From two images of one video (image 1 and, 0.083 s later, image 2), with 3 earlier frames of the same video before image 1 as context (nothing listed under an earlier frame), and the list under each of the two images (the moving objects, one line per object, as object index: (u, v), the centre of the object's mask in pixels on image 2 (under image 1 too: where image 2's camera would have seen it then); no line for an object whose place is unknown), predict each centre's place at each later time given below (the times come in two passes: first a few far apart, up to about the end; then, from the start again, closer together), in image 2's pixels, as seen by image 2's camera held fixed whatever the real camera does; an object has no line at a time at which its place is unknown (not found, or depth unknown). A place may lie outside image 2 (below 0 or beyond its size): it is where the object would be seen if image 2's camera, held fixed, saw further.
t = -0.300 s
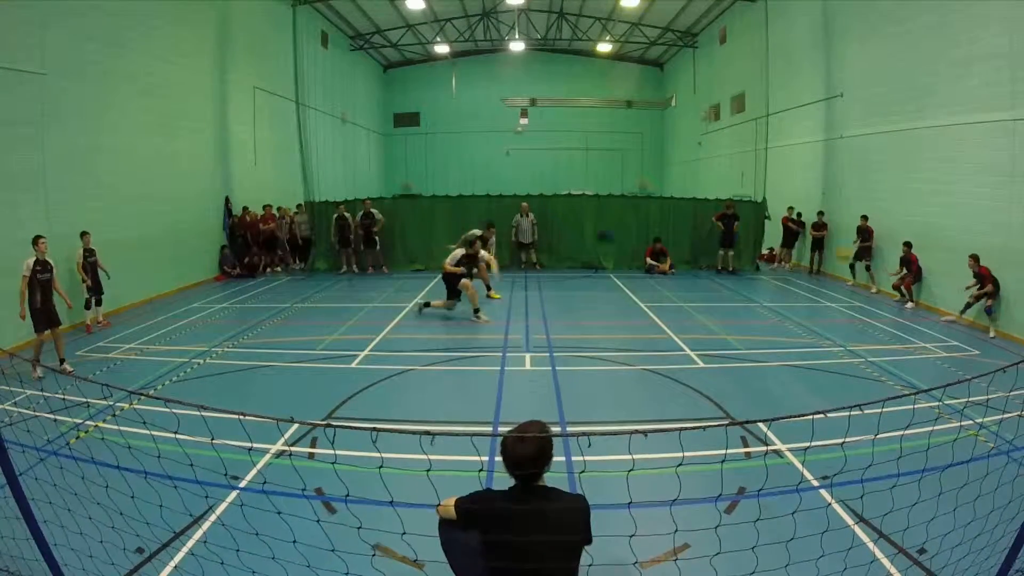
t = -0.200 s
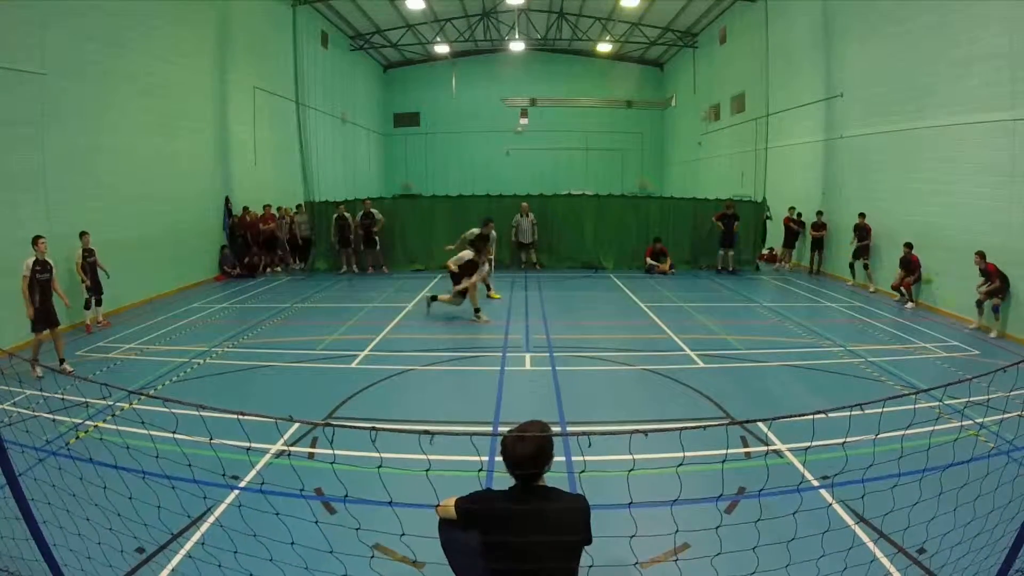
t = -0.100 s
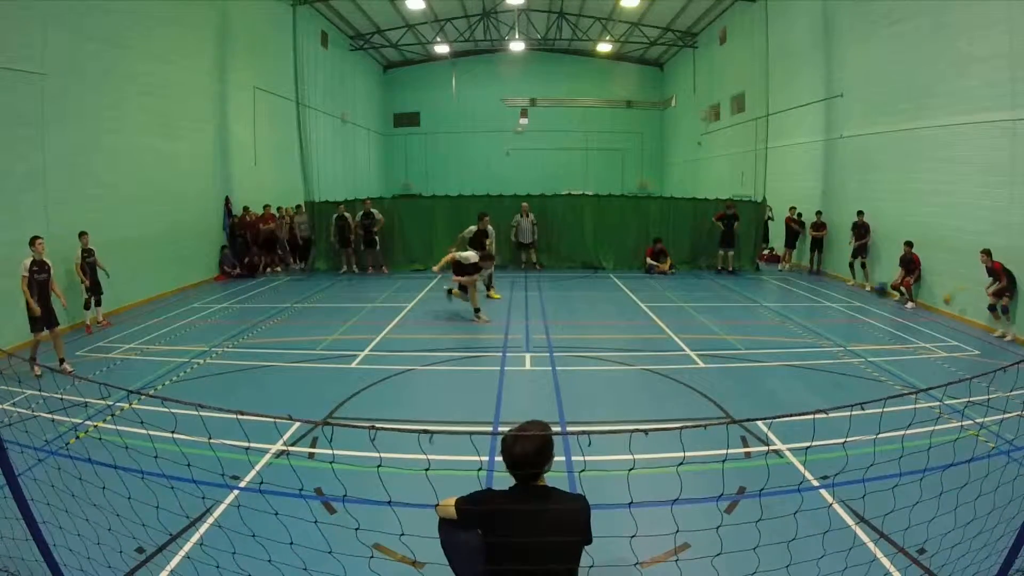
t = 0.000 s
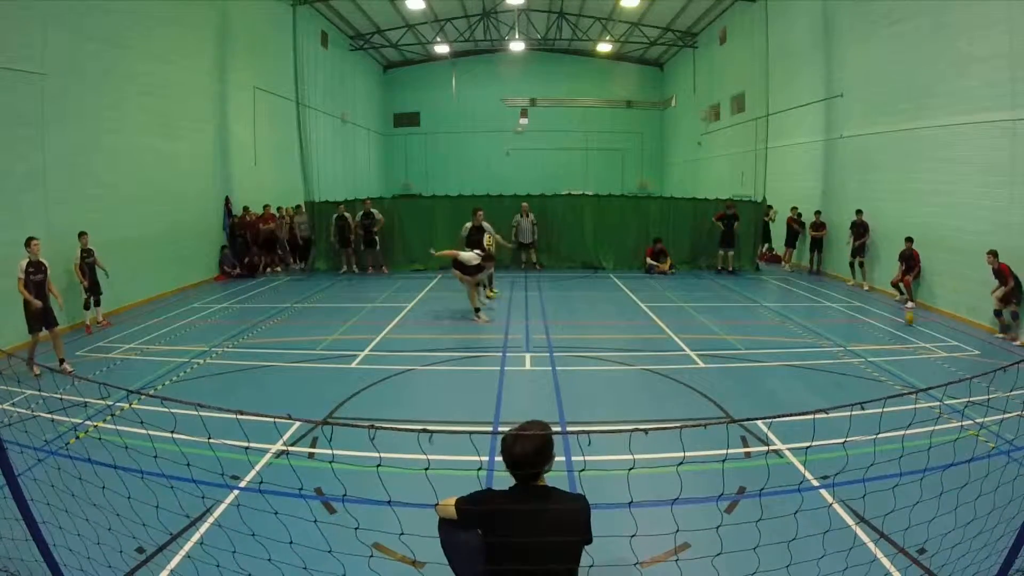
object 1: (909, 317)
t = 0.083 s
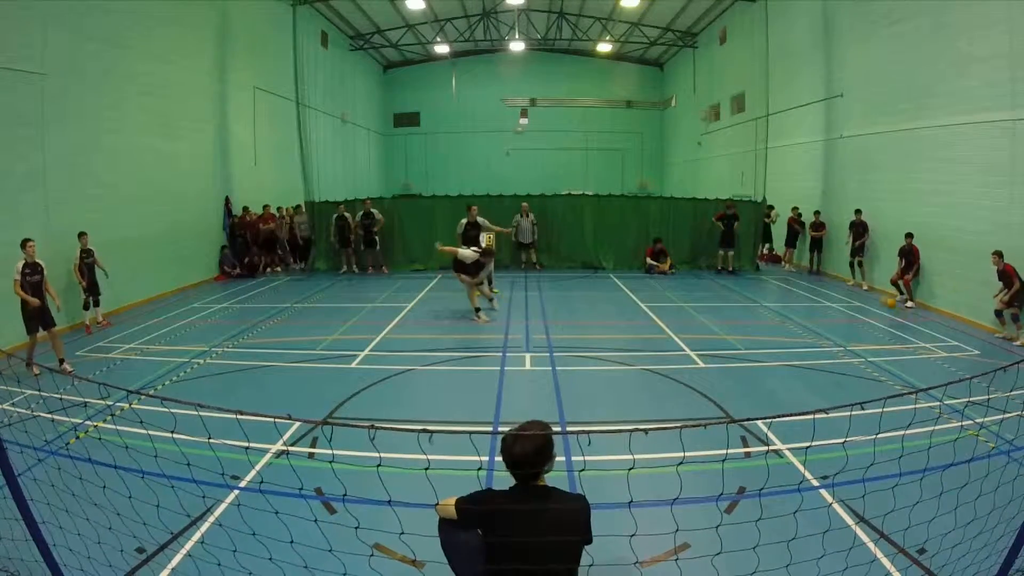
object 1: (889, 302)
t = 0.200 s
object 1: (858, 289)
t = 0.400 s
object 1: (788, 288)
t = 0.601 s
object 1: (702, 321)
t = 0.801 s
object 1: (615, 323)
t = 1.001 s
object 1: (522, 309)
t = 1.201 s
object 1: (428, 332)
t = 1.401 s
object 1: (340, 352)
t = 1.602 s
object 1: (253, 340)
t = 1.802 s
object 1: (180, 364)
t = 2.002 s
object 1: (117, 358)
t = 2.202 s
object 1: (66, 366)
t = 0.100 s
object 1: (885, 301)
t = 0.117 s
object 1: (881, 299)
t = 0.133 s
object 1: (876, 296)
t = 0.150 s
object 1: (872, 295)
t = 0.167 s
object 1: (866, 292)
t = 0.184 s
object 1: (862, 291)
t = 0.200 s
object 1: (858, 289)
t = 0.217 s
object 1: (850, 286)
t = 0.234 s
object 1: (846, 286)
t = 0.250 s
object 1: (842, 285)
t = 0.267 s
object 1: (835, 285)
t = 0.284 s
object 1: (830, 284)
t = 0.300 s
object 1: (824, 285)
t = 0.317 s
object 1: (818, 284)
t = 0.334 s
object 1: (812, 284)
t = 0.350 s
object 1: (807, 285)
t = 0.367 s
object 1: (800, 285)
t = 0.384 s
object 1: (794, 287)
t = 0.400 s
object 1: (788, 288)
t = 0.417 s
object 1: (780, 289)
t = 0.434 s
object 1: (774, 290)
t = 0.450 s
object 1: (767, 292)
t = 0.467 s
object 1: (760, 294)
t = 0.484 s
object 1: (753, 298)
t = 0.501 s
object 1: (747, 299)
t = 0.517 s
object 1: (740, 301)
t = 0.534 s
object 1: (732, 304)
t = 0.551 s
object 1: (725, 308)
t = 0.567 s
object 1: (717, 312)
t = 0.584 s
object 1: (710, 316)
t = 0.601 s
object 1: (702, 321)
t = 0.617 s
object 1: (694, 324)
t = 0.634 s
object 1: (686, 329)
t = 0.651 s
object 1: (678, 334)
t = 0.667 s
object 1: (671, 339)
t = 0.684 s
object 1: (663, 344)
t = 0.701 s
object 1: (656, 343)
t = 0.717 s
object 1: (651, 338)
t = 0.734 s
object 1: (644, 334)
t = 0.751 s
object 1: (635, 331)
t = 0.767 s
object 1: (629, 328)
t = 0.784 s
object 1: (622, 325)
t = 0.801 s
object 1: (615, 323)
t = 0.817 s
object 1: (607, 321)
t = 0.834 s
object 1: (601, 318)
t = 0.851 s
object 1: (593, 316)
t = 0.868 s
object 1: (586, 314)
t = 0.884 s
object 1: (577, 313)
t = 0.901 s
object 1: (571, 312)
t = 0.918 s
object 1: (563, 310)
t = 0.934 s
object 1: (556, 309)
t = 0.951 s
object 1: (547, 309)
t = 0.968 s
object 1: (539, 309)
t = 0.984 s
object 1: (530, 308)
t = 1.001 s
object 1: (522, 309)
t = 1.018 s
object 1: (516, 309)
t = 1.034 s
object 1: (509, 310)
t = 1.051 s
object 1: (500, 311)
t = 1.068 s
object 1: (492, 312)
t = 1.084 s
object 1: (484, 314)
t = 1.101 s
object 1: (476, 316)
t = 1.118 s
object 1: (469, 319)
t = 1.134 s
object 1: (461, 320)
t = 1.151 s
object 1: (452, 322)
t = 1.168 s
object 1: (445, 325)
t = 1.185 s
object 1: (436, 328)
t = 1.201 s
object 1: (428, 332)
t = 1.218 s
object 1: (421, 335)
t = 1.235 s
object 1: (417, 339)
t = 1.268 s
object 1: (400, 346)
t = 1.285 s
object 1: (392, 351)
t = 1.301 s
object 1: (384, 356)
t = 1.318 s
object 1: (378, 364)
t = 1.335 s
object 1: (371, 366)
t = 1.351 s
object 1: (363, 363)
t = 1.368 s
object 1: (355, 358)
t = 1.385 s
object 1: (348, 354)
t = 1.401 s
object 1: (340, 352)
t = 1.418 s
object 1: (332, 350)
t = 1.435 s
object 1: (324, 349)
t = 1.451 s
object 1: (316, 347)
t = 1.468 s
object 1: (309, 347)
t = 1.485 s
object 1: (301, 344)
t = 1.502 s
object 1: (294, 342)
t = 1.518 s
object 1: (286, 341)
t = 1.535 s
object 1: (279, 341)
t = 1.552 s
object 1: (272, 341)
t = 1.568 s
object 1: (266, 341)
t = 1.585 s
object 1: (259, 341)
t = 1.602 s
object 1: (253, 340)
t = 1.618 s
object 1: (247, 341)
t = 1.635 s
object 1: (239, 342)
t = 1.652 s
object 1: (231, 342)
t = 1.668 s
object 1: (227, 345)
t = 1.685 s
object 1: (220, 348)
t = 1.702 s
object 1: (214, 348)
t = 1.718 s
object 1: (209, 350)
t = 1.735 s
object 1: (204, 353)
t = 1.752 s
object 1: (197, 355)
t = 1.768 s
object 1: (192, 358)
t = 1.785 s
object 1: (187, 361)
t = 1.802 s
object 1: (180, 364)
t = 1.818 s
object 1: (178, 367)
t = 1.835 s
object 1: (172, 371)
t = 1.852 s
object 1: (168, 372)
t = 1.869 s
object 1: (161, 370)
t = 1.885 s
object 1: (155, 368)
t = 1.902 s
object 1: (148, 366)
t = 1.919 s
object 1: (143, 365)
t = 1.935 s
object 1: (140, 365)
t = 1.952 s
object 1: (132, 361)
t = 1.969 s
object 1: (127, 360)
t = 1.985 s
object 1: (121, 359)
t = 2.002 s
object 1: (117, 358)
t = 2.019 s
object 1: (111, 358)
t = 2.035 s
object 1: (108, 358)
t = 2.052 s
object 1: (102, 358)
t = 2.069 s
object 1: (98, 358)
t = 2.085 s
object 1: (94, 358)
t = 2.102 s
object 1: (88, 359)
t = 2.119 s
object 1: (84, 359)
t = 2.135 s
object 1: (79, 360)
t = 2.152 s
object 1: (75, 362)
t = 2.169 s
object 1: (72, 363)
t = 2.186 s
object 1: (69, 366)
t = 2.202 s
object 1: (66, 366)
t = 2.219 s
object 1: (61, 367)
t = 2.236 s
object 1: (59, 371)
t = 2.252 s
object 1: (55, 375)
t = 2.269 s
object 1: (51, 377)
